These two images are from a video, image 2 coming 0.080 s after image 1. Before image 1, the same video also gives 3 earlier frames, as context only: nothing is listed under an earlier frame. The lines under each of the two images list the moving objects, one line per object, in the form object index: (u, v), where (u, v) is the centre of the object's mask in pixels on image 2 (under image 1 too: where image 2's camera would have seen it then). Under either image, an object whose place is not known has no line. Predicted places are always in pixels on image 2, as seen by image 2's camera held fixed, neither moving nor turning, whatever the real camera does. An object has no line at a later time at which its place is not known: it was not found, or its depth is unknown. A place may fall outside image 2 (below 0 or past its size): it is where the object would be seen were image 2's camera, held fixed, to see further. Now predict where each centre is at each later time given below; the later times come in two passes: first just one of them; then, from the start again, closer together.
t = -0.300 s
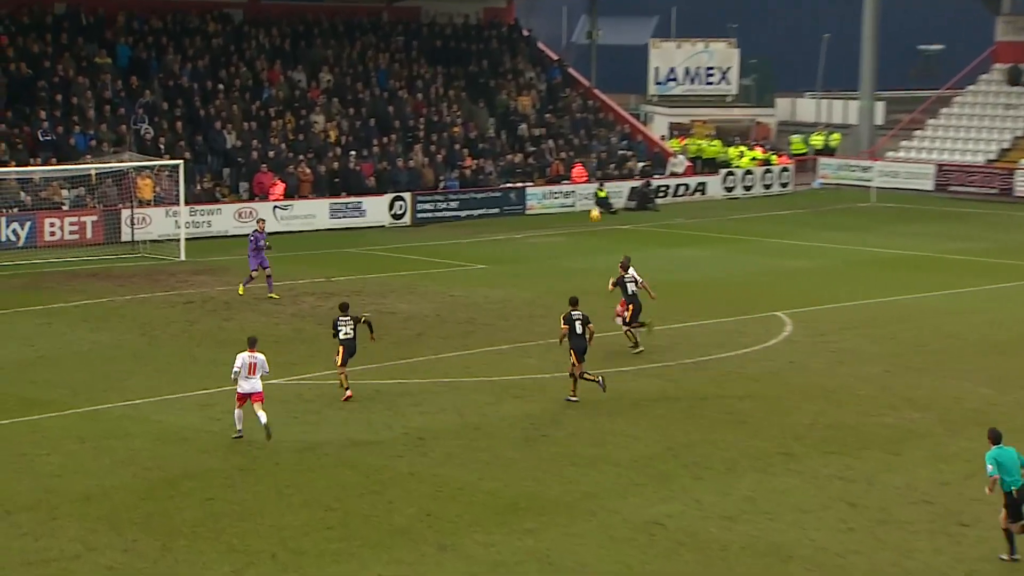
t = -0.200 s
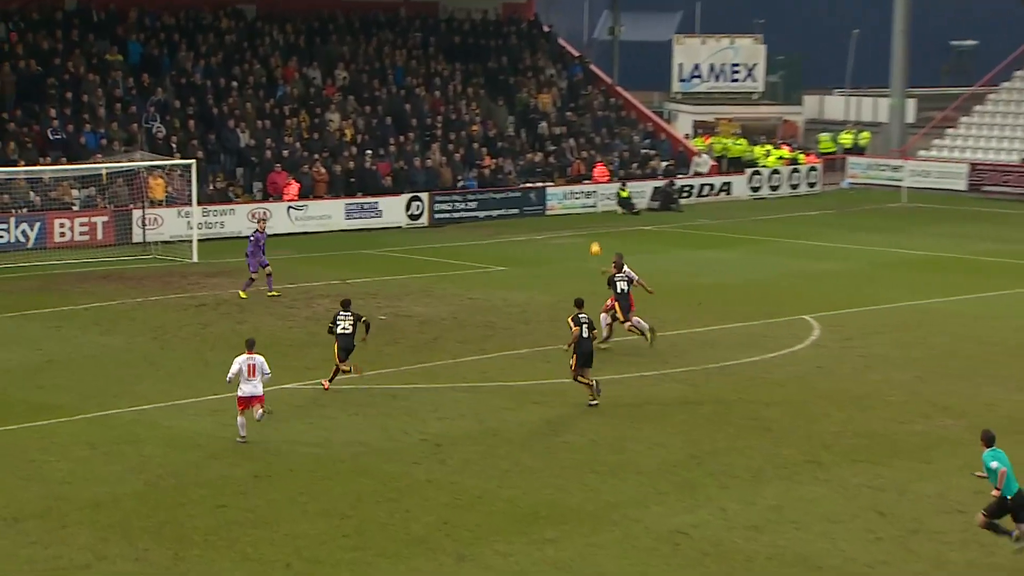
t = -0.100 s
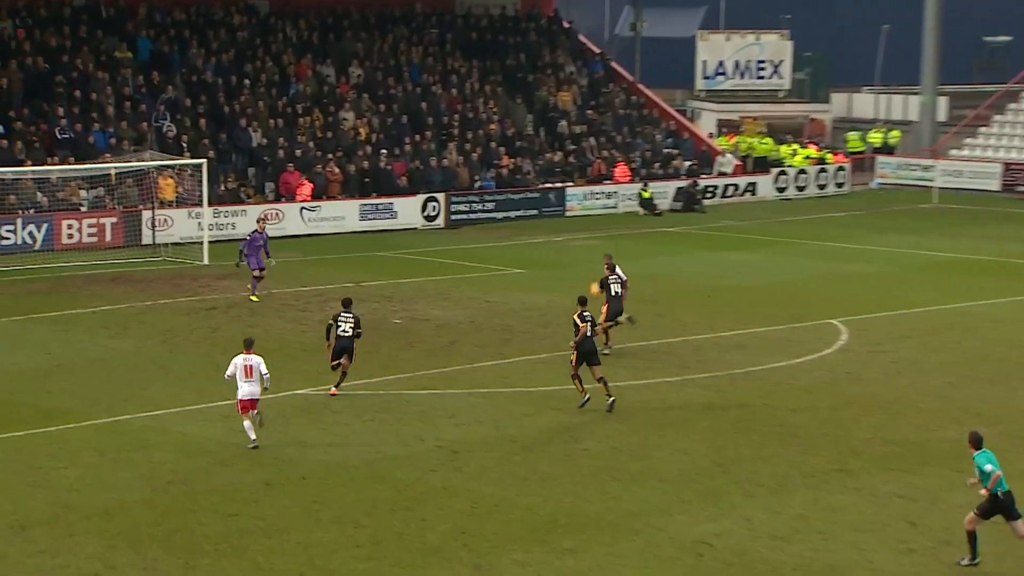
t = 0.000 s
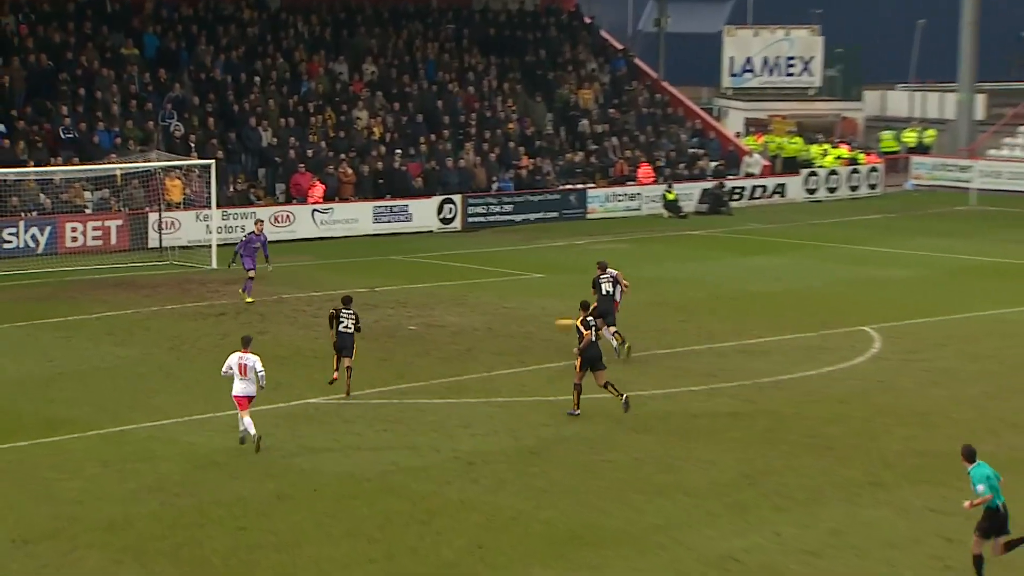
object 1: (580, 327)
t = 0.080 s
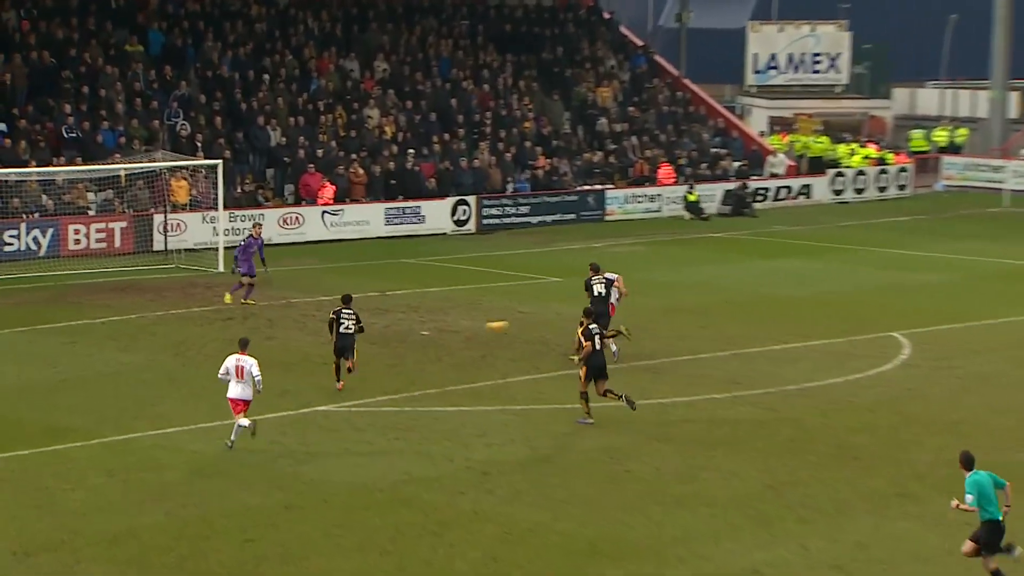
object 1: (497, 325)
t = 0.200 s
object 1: (383, 322)
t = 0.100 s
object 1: (476, 326)
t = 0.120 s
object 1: (456, 327)
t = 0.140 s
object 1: (436, 328)
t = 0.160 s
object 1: (418, 329)
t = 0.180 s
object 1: (400, 326)
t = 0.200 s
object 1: (383, 322)
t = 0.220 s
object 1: (366, 319)
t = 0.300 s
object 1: (297, 307)
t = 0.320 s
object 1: (287, 307)
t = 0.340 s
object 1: (271, 305)
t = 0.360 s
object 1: (256, 304)
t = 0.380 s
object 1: (243, 304)
